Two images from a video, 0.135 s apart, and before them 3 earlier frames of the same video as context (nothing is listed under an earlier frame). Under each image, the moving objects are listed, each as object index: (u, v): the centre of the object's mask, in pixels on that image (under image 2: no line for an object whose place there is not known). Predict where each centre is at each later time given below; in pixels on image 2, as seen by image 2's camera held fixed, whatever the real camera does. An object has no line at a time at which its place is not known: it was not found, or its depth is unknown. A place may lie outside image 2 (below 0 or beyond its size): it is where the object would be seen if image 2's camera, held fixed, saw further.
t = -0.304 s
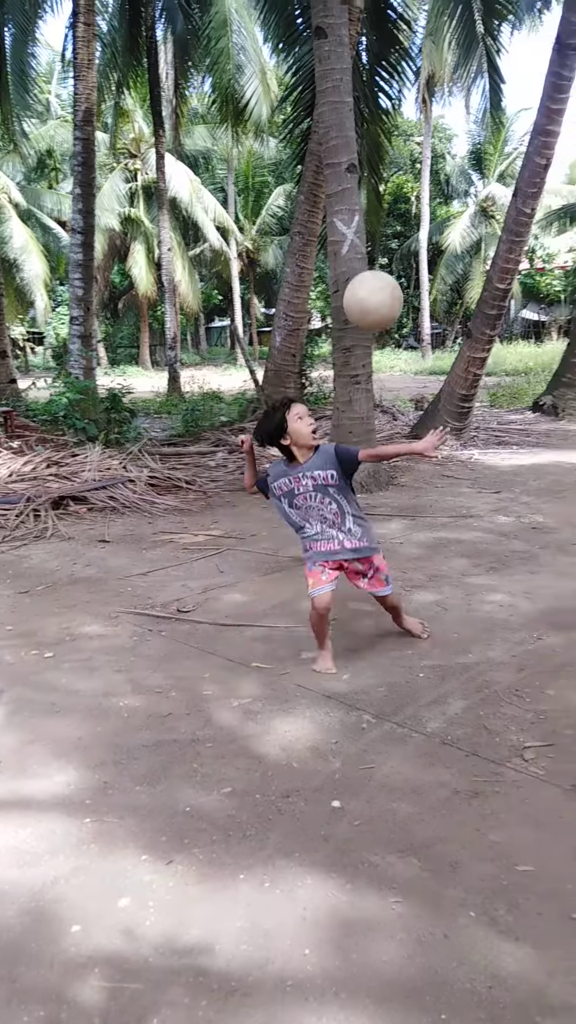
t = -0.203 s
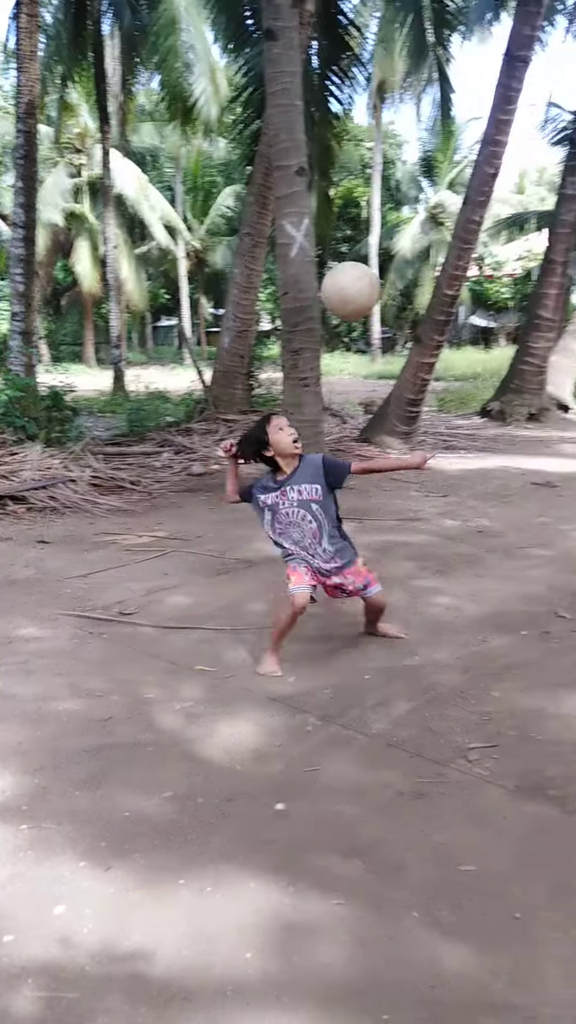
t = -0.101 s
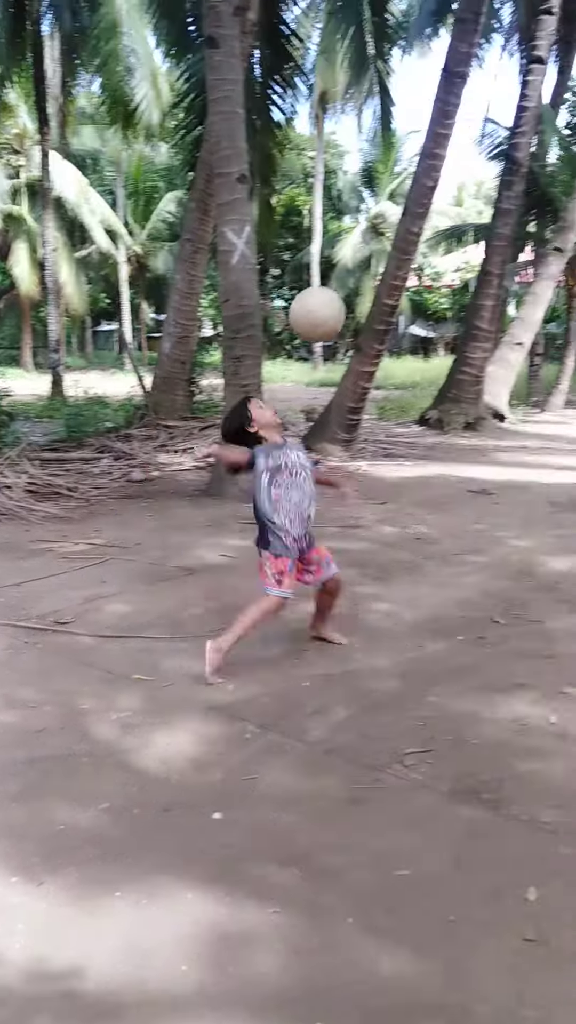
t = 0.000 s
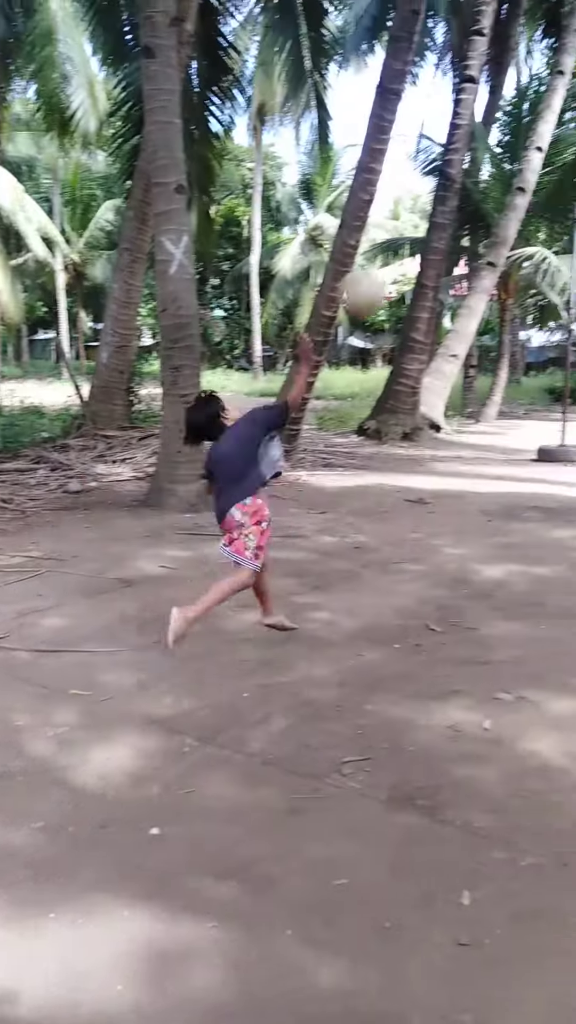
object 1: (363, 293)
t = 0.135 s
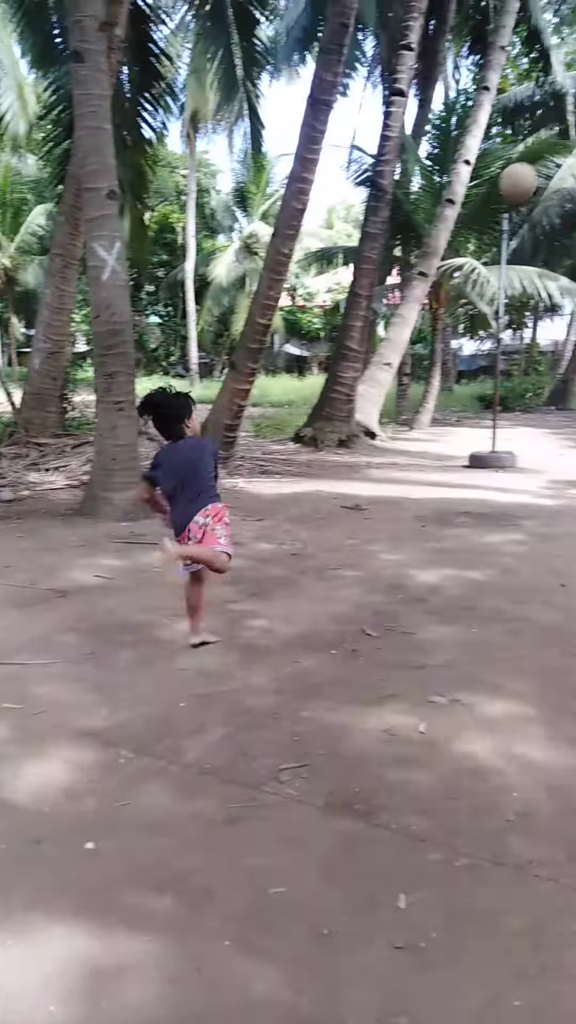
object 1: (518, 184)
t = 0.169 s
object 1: (556, 164)
